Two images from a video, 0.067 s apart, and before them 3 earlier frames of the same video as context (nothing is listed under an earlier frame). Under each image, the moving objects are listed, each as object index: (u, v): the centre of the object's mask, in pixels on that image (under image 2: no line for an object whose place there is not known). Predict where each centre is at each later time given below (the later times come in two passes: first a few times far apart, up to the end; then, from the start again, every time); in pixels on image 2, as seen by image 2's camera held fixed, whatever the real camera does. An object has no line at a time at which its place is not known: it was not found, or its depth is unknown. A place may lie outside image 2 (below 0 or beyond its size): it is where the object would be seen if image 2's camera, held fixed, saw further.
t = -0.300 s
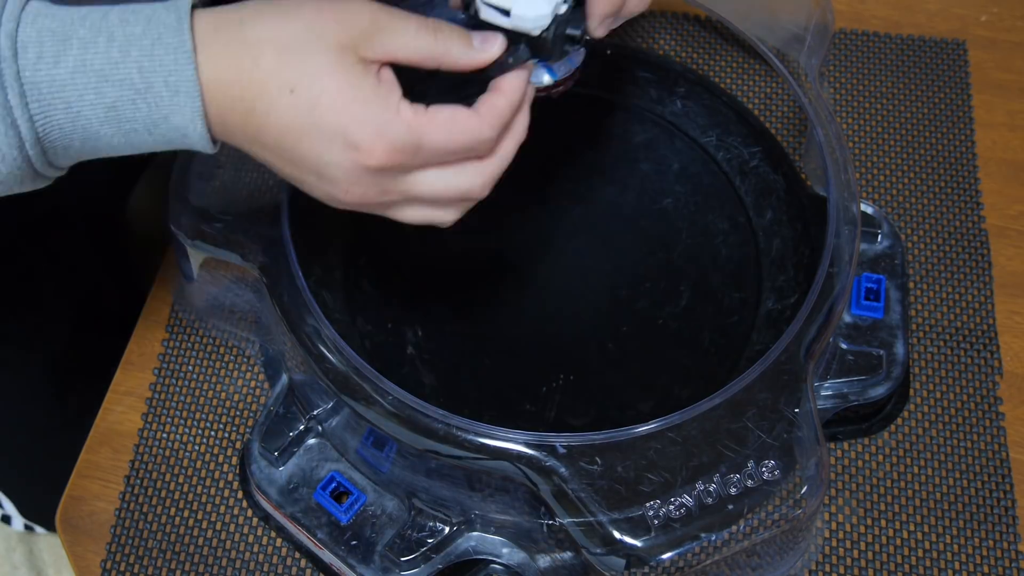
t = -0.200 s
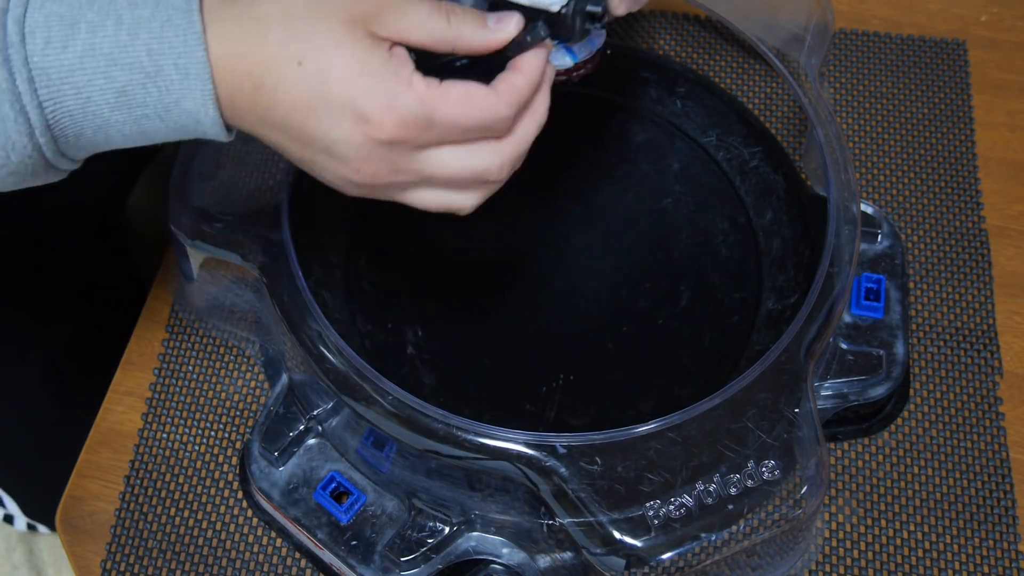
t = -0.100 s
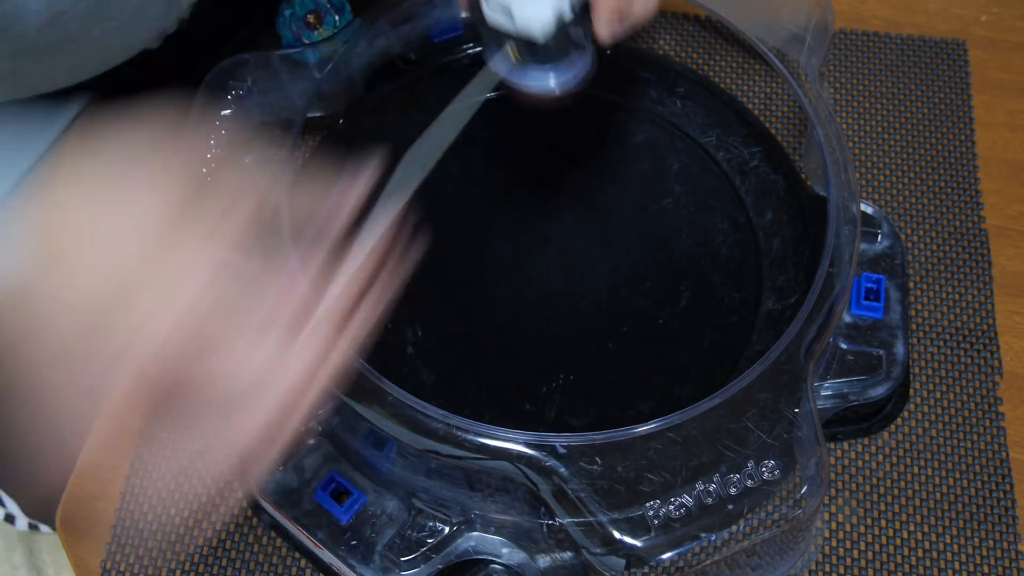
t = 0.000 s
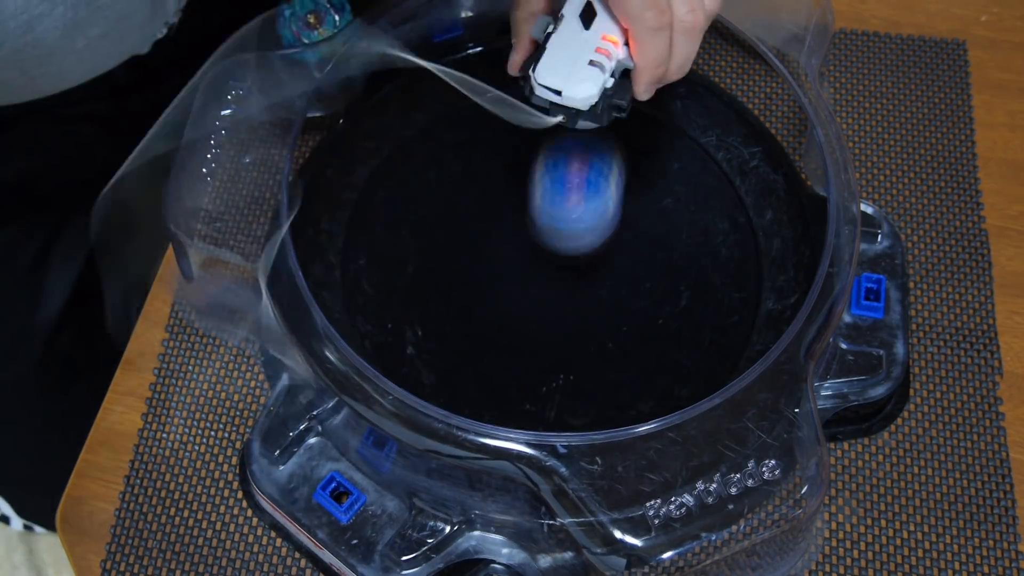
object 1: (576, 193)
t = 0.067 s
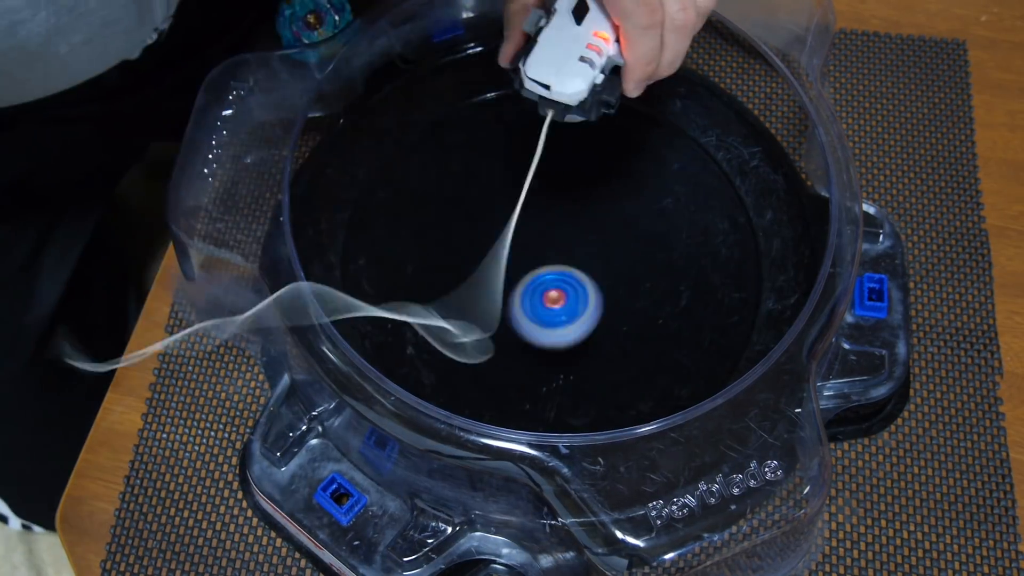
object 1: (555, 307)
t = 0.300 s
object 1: (485, 440)
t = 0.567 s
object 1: (571, 299)
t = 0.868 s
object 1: (528, 162)
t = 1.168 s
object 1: (393, 241)
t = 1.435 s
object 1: (482, 343)
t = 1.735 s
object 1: (609, 223)
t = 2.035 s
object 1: (518, 123)
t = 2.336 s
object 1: (471, 256)
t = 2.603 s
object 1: (619, 278)
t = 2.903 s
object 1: (643, 165)
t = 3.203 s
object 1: (531, 212)
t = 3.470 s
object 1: (562, 304)
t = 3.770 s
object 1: (623, 306)
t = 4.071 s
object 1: (688, 394)
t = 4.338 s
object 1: (611, 274)
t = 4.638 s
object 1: (573, 297)
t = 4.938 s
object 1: (519, 294)
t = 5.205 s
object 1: (509, 284)
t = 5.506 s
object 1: (525, 247)
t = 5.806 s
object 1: (510, 197)
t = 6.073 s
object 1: (510, 195)
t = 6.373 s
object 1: (533, 207)
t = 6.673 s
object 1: (587, 223)
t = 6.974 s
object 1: (490, 212)
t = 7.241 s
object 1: (440, 297)
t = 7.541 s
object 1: (539, 327)
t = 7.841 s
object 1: (527, 270)
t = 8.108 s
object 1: (510, 265)
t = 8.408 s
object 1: (548, 241)
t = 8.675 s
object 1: (567, 212)
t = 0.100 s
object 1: (544, 310)
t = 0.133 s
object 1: (531, 323)
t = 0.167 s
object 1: (518, 346)
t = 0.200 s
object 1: (505, 377)
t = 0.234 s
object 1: (491, 414)
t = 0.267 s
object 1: (480, 462)
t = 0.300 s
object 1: (485, 440)
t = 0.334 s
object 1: (501, 406)
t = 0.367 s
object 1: (507, 401)
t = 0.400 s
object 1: (514, 400)
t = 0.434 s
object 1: (524, 389)
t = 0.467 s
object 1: (537, 367)
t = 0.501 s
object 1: (550, 349)
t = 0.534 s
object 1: (561, 324)
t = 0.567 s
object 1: (571, 299)
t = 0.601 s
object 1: (578, 276)
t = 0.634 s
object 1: (583, 253)
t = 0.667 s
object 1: (585, 231)
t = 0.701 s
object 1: (583, 213)
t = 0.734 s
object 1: (578, 197)
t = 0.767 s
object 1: (569, 184)
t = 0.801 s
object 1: (557, 173)
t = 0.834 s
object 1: (543, 165)
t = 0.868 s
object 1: (528, 162)
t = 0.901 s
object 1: (511, 161)
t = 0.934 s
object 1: (493, 163)
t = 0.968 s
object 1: (475, 168)
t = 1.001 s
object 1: (457, 175)
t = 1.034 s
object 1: (439, 184)
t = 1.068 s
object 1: (423, 196)
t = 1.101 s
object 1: (410, 209)
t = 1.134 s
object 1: (400, 225)
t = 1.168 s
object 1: (393, 241)
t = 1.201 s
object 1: (390, 259)
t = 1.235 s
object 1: (392, 276)
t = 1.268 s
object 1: (398, 293)
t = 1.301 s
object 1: (408, 308)
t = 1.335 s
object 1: (422, 321)
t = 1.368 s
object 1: (439, 331)
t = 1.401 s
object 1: (460, 338)
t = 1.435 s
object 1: (482, 343)
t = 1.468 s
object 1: (505, 342)
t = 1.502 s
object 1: (526, 338)
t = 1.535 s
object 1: (546, 329)
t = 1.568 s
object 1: (564, 316)
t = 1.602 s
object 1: (580, 301)
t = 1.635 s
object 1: (592, 283)
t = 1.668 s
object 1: (601, 264)
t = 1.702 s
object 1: (607, 243)
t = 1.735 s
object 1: (609, 223)
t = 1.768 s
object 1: (607, 203)
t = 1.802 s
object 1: (602, 184)
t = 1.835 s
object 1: (596, 168)
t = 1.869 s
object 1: (587, 153)
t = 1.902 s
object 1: (576, 141)
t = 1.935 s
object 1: (563, 132)
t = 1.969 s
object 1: (549, 125)
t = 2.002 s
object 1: (534, 122)
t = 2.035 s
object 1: (518, 123)
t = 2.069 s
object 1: (502, 127)
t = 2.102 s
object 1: (488, 134)
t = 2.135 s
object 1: (475, 146)
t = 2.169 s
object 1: (463, 160)
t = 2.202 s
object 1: (455, 179)
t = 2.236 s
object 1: (453, 199)
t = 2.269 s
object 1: (455, 220)
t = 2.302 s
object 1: (461, 239)
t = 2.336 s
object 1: (471, 256)
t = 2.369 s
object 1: (486, 271)
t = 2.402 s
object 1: (502, 282)
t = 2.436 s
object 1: (522, 290)
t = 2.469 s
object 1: (542, 294)
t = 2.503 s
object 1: (563, 295)
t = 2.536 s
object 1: (583, 293)
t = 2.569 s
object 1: (601, 287)
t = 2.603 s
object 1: (619, 278)
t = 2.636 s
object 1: (635, 267)
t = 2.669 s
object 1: (648, 255)
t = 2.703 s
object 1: (659, 242)
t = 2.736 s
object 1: (666, 228)
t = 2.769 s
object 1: (669, 214)
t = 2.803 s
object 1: (668, 200)
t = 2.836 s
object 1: (663, 187)
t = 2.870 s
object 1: (655, 175)
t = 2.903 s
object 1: (643, 165)
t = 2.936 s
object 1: (629, 158)
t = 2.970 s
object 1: (614, 153)
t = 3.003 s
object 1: (597, 153)
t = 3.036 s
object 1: (582, 157)
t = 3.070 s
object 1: (567, 164)
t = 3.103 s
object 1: (554, 173)
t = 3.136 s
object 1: (544, 184)
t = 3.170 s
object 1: (536, 198)
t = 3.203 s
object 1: (531, 212)
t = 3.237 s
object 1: (528, 226)
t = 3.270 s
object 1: (527, 241)
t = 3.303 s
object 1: (529, 254)
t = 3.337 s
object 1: (532, 268)
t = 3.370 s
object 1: (538, 279)
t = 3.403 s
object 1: (545, 289)
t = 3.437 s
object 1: (553, 297)
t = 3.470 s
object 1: (562, 304)
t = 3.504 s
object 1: (571, 309)
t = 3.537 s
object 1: (580, 313)
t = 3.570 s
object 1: (588, 316)
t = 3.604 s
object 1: (596, 317)
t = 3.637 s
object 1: (604, 318)
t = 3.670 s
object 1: (610, 316)
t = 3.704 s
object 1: (616, 314)
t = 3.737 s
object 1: (620, 310)
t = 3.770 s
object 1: (623, 306)
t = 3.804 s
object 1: (633, 317)
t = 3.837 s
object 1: (653, 350)
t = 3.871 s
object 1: (667, 374)
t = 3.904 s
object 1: (681, 396)
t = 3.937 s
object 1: (685, 401)
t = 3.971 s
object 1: (687, 404)
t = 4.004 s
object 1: (688, 404)
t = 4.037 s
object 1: (688, 401)
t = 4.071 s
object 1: (688, 394)
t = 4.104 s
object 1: (683, 384)
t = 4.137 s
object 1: (677, 369)
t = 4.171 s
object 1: (670, 353)
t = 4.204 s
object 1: (660, 335)
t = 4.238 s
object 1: (650, 318)
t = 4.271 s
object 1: (638, 302)
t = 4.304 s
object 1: (625, 287)
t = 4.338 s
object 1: (611, 274)
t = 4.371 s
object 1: (597, 262)
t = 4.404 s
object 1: (581, 253)
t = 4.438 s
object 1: (575, 254)
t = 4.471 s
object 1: (580, 267)
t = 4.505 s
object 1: (583, 279)
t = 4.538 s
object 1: (583, 287)
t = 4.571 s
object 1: (580, 292)
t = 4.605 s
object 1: (578, 295)
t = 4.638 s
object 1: (573, 297)
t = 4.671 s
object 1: (567, 297)
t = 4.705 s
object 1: (561, 297)
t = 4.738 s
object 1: (555, 297)
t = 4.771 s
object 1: (548, 296)
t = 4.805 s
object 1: (542, 296)
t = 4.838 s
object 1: (536, 296)
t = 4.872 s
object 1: (530, 296)
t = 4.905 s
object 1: (524, 295)
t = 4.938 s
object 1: (519, 294)
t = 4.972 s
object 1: (515, 293)
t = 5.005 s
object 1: (512, 292)
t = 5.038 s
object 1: (510, 291)
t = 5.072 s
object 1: (509, 290)
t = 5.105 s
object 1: (509, 289)
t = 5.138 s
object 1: (509, 288)
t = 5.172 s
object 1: (509, 286)
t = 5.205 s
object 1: (509, 284)
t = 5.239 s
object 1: (509, 282)
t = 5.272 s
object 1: (510, 279)
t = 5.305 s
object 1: (511, 275)
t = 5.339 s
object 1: (512, 271)
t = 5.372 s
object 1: (515, 267)
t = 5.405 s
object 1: (517, 262)
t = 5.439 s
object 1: (520, 257)
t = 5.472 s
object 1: (523, 252)
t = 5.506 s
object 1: (525, 247)
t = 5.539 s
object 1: (526, 241)
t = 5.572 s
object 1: (526, 235)
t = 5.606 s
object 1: (525, 228)
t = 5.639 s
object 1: (523, 221)
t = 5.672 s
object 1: (520, 215)
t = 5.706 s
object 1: (518, 210)
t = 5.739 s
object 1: (515, 205)
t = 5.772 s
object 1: (512, 201)
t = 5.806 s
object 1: (510, 197)
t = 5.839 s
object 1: (509, 195)
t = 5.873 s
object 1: (507, 193)
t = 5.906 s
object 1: (507, 192)
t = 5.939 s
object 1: (507, 192)
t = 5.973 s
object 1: (507, 192)
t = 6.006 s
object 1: (507, 193)
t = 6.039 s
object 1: (508, 194)
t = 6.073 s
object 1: (510, 195)
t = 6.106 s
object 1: (510, 195)
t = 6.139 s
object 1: (510, 195)
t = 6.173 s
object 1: (512, 196)
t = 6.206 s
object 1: (514, 198)
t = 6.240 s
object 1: (516, 200)
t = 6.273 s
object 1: (520, 202)
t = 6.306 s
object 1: (524, 204)
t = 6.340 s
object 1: (528, 206)
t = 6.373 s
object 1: (533, 207)
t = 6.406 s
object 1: (538, 209)
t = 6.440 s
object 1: (543, 211)
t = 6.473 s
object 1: (548, 212)
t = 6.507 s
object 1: (554, 214)
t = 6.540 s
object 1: (561, 217)
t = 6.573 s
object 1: (567, 219)
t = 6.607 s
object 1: (574, 220)
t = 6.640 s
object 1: (581, 222)
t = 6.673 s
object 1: (587, 223)
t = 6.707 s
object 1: (593, 224)
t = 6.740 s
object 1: (593, 224)
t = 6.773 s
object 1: (571, 213)
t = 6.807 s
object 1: (549, 204)
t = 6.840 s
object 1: (530, 198)
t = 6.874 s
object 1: (514, 196)
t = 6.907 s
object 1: (503, 198)
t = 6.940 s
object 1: (495, 204)
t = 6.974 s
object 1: (490, 212)
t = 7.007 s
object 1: (488, 223)
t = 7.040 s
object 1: (488, 233)
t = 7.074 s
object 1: (479, 242)
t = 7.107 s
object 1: (459, 253)
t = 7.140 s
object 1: (445, 264)
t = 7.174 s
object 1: (438, 276)
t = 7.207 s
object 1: (437, 287)
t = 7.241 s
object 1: (440, 297)
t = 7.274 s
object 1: (446, 307)
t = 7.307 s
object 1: (455, 316)
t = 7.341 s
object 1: (465, 324)
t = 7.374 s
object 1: (477, 330)
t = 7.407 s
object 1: (490, 334)
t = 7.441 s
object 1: (504, 336)
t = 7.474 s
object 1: (518, 335)
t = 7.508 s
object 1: (529, 332)
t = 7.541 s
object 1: (539, 327)
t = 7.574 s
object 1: (547, 321)
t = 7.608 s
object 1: (553, 314)
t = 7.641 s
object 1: (558, 306)
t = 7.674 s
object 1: (561, 298)
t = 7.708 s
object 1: (564, 289)
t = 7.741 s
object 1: (566, 281)
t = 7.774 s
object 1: (560, 274)
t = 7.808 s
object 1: (542, 272)
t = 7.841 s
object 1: (527, 270)
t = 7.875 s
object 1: (517, 267)
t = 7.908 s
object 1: (511, 265)
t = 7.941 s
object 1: (508, 264)
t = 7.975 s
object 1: (506, 262)
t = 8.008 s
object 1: (505, 261)
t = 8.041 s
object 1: (505, 259)
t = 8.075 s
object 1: (507, 262)
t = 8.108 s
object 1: (510, 265)
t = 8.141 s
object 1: (514, 266)
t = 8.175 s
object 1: (518, 266)
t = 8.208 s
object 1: (523, 265)
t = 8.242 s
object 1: (529, 262)
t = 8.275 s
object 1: (533, 258)
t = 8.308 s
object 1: (537, 254)
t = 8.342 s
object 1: (541, 250)
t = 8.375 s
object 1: (545, 245)
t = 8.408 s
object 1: (548, 241)
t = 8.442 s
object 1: (551, 236)
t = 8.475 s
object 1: (553, 232)
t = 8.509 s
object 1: (556, 228)
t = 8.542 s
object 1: (559, 224)
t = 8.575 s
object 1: (561, 220)
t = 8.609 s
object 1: (563, 217)
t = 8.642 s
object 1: (565, 214)
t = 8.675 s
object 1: (567, 212)
